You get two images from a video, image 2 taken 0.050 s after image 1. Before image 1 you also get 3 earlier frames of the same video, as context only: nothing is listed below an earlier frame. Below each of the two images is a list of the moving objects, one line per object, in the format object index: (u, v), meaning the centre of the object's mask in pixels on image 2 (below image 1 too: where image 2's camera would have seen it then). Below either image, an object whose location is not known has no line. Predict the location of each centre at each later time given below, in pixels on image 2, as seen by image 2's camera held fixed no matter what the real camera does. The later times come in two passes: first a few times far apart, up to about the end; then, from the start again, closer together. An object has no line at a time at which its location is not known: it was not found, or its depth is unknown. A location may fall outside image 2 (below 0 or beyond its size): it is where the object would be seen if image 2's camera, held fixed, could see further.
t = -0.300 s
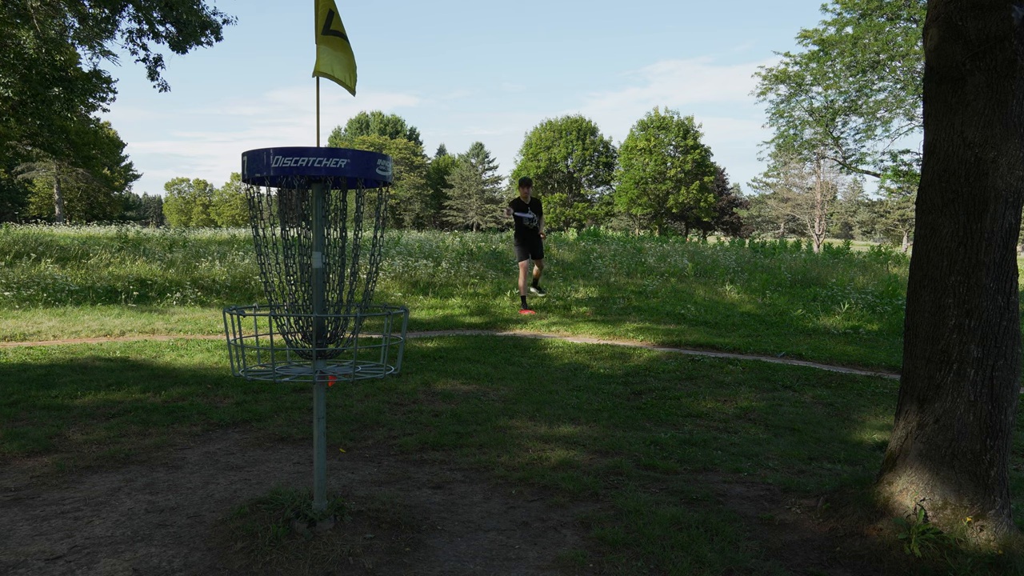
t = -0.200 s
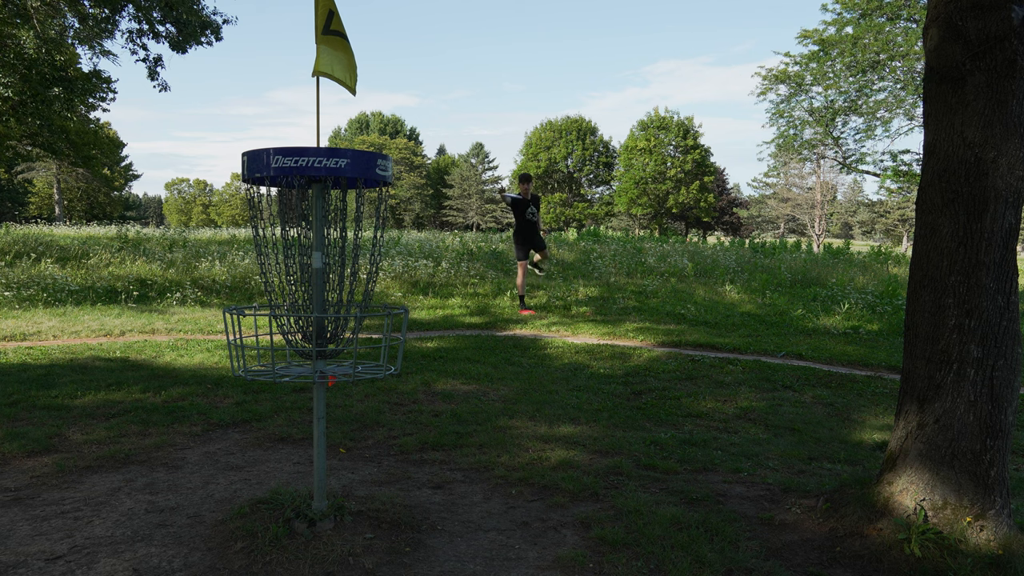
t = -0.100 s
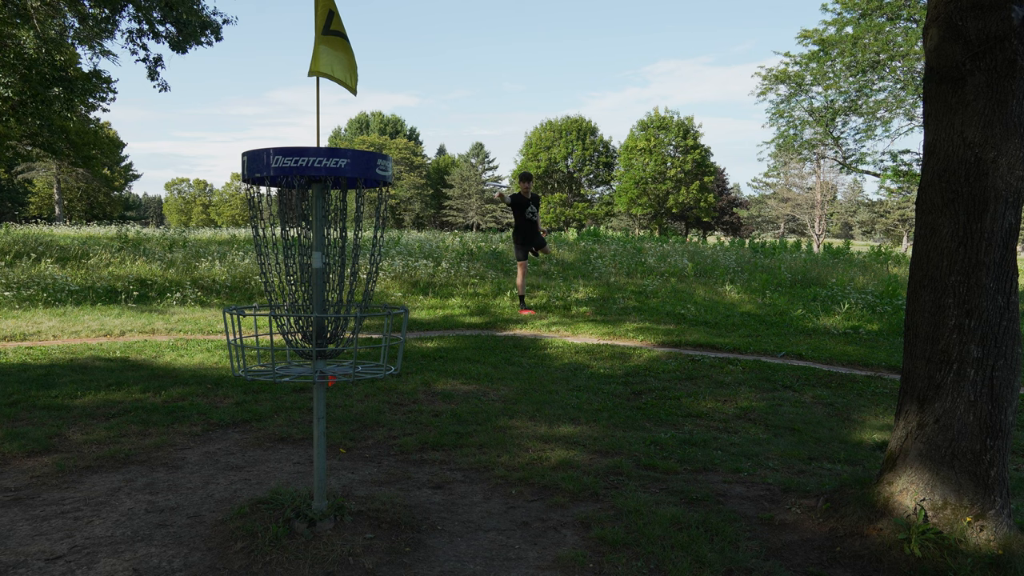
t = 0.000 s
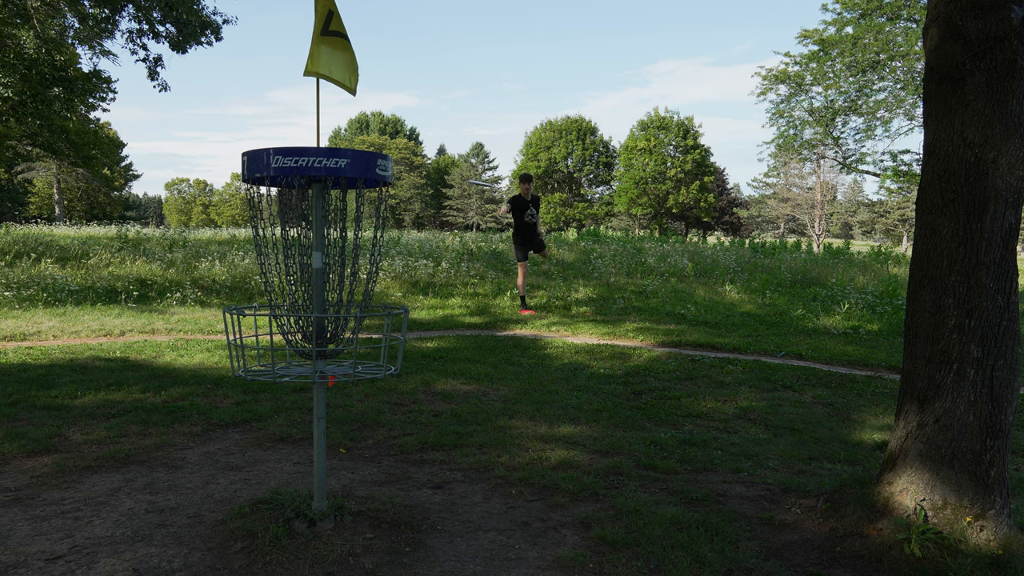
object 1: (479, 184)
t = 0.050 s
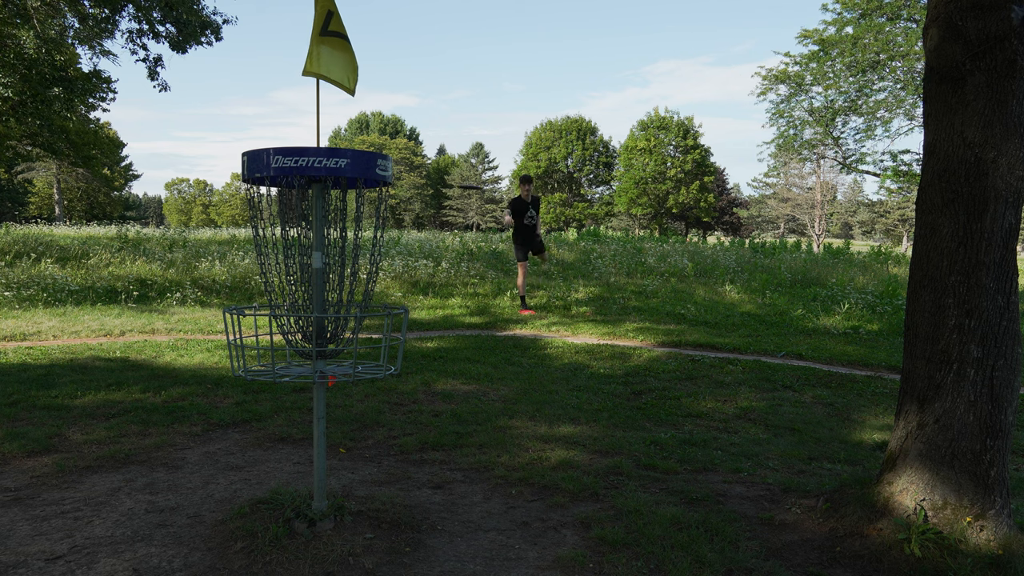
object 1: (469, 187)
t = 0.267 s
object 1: (406, 237)
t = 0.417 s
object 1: (347, 294)
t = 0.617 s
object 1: (357, 288)
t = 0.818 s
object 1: (355, 340)
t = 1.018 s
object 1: (350, 351)
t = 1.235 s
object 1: (352, 359)
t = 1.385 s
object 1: (352, 362)
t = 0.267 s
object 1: (406, 237)
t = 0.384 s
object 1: (353, 303)
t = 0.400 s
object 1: (345, 299)
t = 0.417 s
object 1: (347, 294)
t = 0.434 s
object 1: (348, 289)
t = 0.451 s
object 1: (350, 285)
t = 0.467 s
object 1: (353, 283)
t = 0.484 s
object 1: (354, 281)
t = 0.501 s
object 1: (356, 280)
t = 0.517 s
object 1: (357, 280)
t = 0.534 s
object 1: (357, 281)
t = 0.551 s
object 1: (357, 282)
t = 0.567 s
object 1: (358, 283)
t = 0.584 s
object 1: (358, 284)
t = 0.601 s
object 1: (357, 286)
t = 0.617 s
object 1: (357, 288)
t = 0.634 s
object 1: (357, 291)
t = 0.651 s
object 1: (356, 296)
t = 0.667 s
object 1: (356, 302)
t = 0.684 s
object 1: (355, 306)
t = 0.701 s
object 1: (355, 311)
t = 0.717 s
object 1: (354, 315)
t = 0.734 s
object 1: (354, 320)
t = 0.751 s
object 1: (354, 326)
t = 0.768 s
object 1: (354, 329)
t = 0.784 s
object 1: (354, 332)
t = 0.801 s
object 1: (355, 337)
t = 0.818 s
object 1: (355, 340)
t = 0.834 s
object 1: (356, 345)
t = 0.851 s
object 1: (356, 346)
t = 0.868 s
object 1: (357, 348)
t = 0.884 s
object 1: (357, 350)
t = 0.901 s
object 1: (366, 357)
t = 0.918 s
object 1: (363, 356)
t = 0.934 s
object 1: (357, 353)
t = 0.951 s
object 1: (354, 353)
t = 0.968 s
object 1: (353, 352)
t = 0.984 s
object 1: (352, 351)
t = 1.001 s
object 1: (351, 351)
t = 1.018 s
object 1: (350, 351)
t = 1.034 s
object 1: (351, 351)
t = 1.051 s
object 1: (350, 351)
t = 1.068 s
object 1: (350, 351)
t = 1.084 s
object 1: (351, 351)
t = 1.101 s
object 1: (351, 352)
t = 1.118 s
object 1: (353, 354)
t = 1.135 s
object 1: (353, 354)
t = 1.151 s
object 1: (353, 357)
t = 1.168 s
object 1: (355, 357)
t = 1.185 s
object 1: (354, 359)
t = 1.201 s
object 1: (355, 359)
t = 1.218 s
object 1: (354, 359)
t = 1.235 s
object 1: (352, 359)
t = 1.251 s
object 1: (352, 359)
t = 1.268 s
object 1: (352, 359)
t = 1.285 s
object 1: (352, 360)
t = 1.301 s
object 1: (352, 360)
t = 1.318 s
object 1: (352, 360)
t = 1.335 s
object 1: (352, 361)
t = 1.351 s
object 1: (351, 362)
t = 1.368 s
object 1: (352, 362)
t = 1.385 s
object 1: (352, 362)
